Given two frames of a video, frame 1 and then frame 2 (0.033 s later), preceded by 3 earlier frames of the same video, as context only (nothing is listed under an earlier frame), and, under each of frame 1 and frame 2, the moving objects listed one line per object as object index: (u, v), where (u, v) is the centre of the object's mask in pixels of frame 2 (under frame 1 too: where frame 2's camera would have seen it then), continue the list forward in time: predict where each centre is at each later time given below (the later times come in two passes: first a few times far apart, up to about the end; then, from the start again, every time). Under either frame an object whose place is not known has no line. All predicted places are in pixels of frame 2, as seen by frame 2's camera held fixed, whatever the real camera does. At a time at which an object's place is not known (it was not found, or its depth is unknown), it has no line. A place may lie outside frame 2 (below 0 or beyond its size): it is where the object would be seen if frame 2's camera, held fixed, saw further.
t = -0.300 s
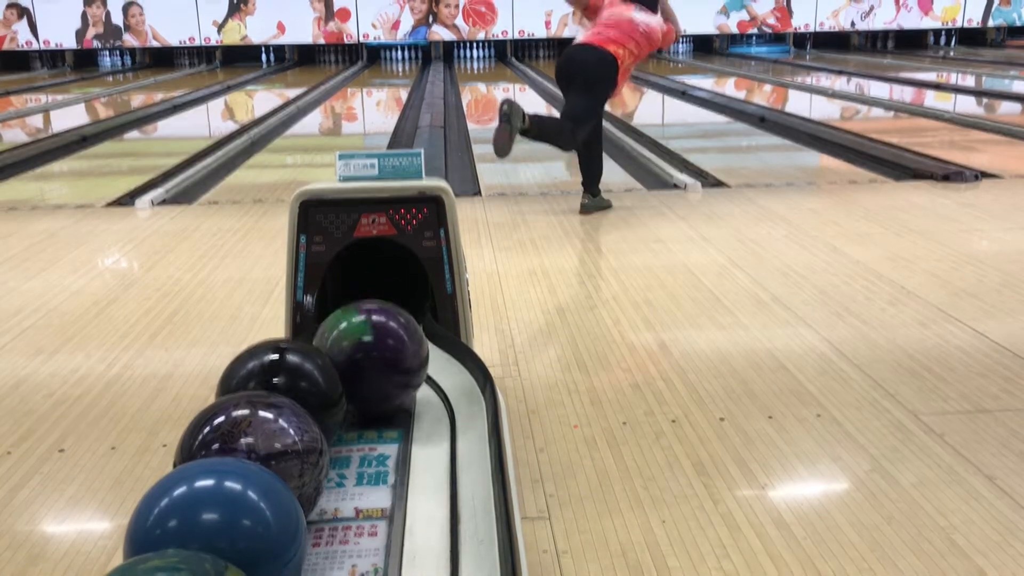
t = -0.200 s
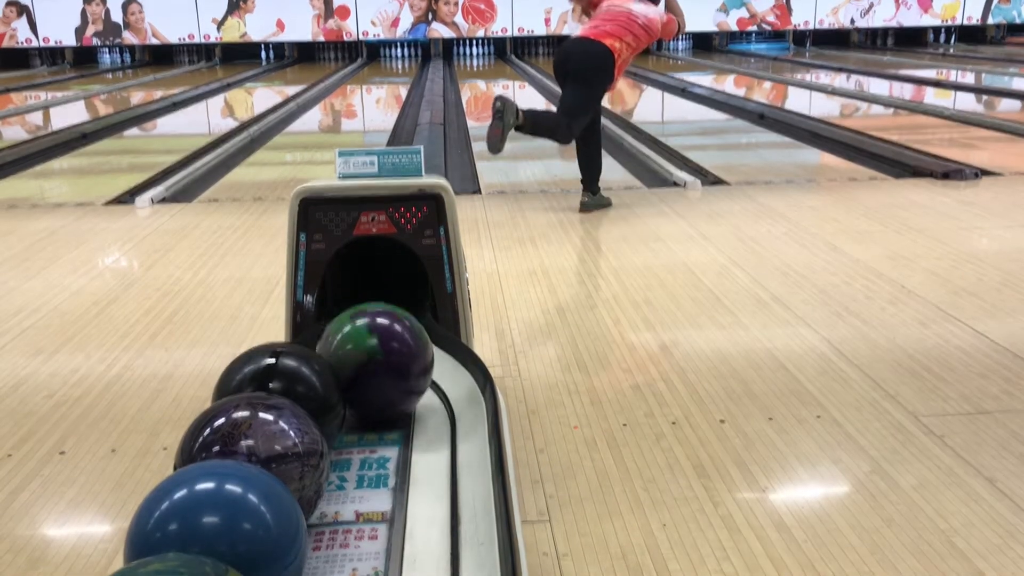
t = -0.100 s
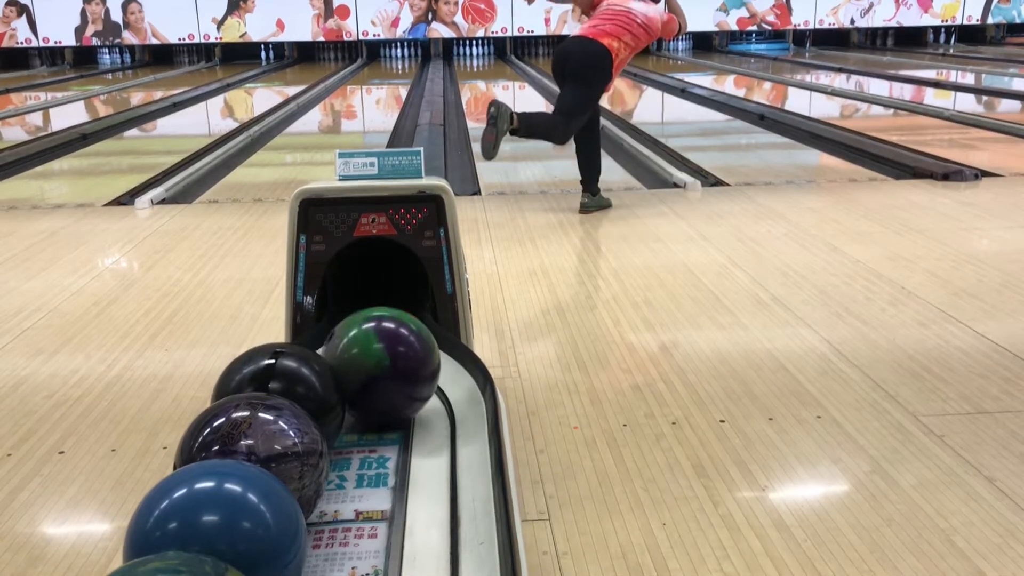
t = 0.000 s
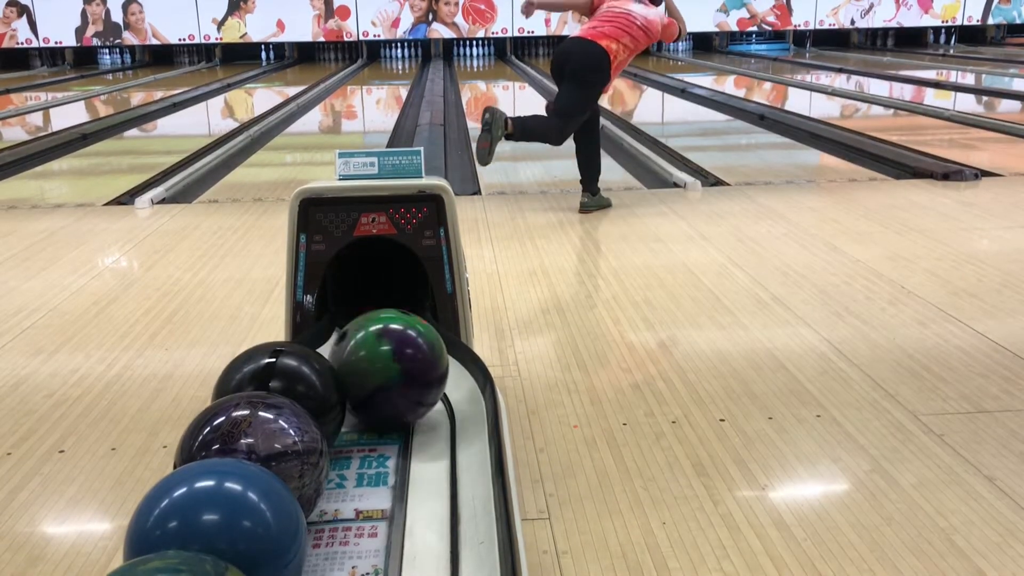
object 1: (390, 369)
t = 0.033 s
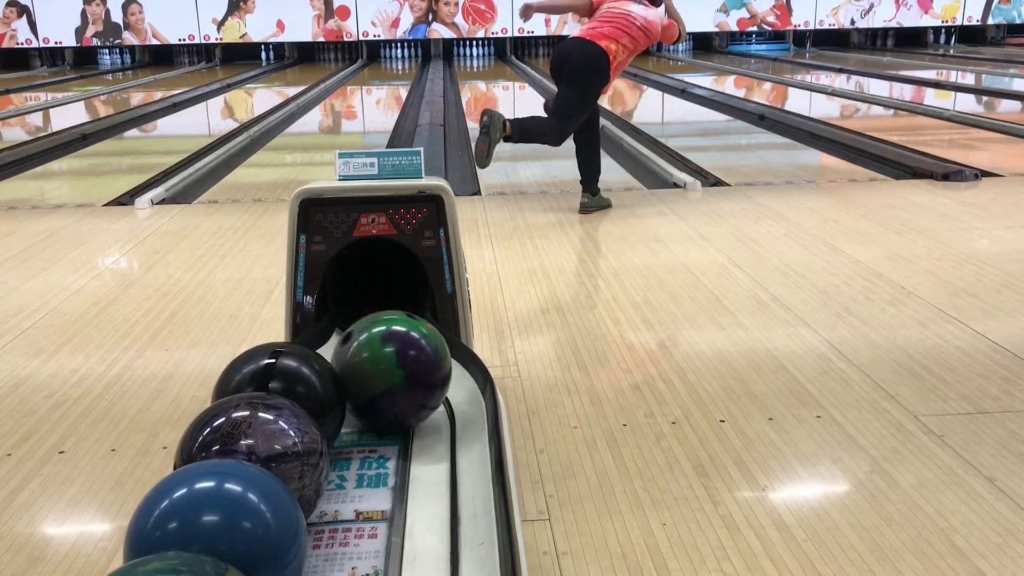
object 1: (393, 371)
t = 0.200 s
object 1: (407, 373)
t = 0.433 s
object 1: (432, 375)
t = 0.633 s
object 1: (415, 379)
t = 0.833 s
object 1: (418, 383)
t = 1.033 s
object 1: (422, 386)
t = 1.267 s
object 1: (424, 390)
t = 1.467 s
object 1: (423, 396)
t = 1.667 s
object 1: (421, 402)
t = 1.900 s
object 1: (421, 409)
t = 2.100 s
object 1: (421, 416)
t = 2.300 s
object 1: (421, 425)
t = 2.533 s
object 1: (421, 435)
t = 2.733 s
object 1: (420, 444)
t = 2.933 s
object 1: (420, 455)
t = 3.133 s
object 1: (420, 465)
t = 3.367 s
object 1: (419, 477)
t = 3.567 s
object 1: (418, 488)
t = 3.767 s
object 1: (418, 498)
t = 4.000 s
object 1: (418, 507)
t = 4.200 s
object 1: (417, 514)
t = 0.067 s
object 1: (395, 371)
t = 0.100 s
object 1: (398, 372)
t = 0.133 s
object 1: (401, 372)
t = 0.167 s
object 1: (403, 373)
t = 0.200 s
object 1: (407, 373)
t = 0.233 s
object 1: (411, 373)
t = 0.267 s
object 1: (416, 375)
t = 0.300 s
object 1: (421, 376)
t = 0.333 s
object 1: (426, 377)
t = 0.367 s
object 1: (429, 376)
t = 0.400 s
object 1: (431, 375)
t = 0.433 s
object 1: (432, 375)
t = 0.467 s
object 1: (431, 376)
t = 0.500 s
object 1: (429, 377)
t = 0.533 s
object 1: (425, 378)
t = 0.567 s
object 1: (420, 379)
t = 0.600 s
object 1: (417, 379)
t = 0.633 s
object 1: (415, 379)
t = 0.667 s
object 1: (413, 380)
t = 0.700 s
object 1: (413, 380)
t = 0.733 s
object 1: (413, 380)
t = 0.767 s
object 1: (414, 381)
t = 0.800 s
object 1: (416, 381)
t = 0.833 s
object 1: (418, 383)
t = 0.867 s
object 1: (422, 383)
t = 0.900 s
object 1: (425, 384)
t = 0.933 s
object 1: (427, 384)
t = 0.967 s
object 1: (427, 384)
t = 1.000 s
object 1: (425, 385)
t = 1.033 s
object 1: (422, 386)
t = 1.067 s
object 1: (420, 386)
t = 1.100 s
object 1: (419, 387)
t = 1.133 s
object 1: (419, 387)
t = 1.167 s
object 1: (420, 388)
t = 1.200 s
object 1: (421, 389)
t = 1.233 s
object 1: (424, 390)
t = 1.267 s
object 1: (424, 390)
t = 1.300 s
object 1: (423, 391)
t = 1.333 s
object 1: (422, 393)
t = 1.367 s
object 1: (421, 393)
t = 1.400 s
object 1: (422, 394)
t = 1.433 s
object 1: (423, 395)
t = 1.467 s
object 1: (423, 396)
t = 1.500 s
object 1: (422, 397)
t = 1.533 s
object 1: (421, 398)
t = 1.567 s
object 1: (422, 398)
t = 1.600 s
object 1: (423, 399)
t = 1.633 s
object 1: (422, 400)
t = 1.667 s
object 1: (421, 402)
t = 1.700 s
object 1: (422, 403)
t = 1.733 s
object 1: (422, 404)
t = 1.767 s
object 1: (422, 405)
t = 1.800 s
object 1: (421, 406)
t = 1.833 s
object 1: (422, 407)
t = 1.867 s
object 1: (422, 408)
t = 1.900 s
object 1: (421, 409)
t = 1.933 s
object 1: (421, 410)
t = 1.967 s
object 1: (422, 412)
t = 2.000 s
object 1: (421, 412)
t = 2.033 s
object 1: (421, 414)
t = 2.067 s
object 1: (421, 415)
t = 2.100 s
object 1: (421, 416)
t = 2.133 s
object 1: (421, 418)
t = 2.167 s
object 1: (421, 419)
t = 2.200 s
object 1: (421, 420)
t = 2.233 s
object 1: (421, 422)
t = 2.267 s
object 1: (421, 424)
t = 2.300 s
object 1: (421, 425)
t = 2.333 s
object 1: (420, 426)
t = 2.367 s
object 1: (421, 427)
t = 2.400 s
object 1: (421, 429)
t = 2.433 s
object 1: (420, 430)
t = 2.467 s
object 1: (421, 431)
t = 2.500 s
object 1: (421, 434)
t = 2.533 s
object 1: (421, 435)
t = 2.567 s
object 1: (421, 437)
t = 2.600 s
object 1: (421, 437)
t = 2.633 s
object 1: (421, 439)
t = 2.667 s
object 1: (420, 441)
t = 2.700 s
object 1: (421, 442)
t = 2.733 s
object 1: (420, 444)
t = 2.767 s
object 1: (420, 446)
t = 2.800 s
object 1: (420, 448)
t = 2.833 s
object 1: (420, 449)
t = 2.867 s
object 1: (420, 451)
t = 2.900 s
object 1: (420, 453)
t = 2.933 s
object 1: (420, 455)
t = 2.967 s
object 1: (420, 457)
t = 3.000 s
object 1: (420, 459)
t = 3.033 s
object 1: (420, 460)
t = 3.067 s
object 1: (420, 462)
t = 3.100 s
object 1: (420, 463)
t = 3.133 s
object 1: (420, 465)
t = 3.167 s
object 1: (419, 467)
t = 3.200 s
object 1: (419, 469)
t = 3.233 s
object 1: (419, 470)
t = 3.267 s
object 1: (419, 472)
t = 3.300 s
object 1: (419, 473)
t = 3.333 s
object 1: (419, 475)
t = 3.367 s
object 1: (419, 477)
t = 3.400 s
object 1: (419, 479)
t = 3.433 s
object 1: (418, 480)
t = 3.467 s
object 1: (418, 483)
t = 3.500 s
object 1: (418, 484)
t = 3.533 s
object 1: (418, 486)
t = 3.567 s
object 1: (418, 488)
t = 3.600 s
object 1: (418, 490)
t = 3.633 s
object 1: (418, 492)
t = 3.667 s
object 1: (418, 493)
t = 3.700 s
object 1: (418, 495)
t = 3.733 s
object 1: (418, 497)
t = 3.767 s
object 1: (418, 498)
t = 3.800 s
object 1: (418, 500)
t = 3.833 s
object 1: (417, 500)
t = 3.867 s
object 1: (418, 502)
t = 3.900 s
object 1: (418, 503)
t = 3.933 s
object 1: (418, 504)
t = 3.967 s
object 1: (418, 505)
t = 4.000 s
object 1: (418, 507)
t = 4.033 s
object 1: (418, 508)
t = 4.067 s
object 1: (418, 509)
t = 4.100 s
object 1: (417, 510)
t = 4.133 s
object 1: (417, 511)
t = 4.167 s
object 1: (417, 513)
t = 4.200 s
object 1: (417, 514)
